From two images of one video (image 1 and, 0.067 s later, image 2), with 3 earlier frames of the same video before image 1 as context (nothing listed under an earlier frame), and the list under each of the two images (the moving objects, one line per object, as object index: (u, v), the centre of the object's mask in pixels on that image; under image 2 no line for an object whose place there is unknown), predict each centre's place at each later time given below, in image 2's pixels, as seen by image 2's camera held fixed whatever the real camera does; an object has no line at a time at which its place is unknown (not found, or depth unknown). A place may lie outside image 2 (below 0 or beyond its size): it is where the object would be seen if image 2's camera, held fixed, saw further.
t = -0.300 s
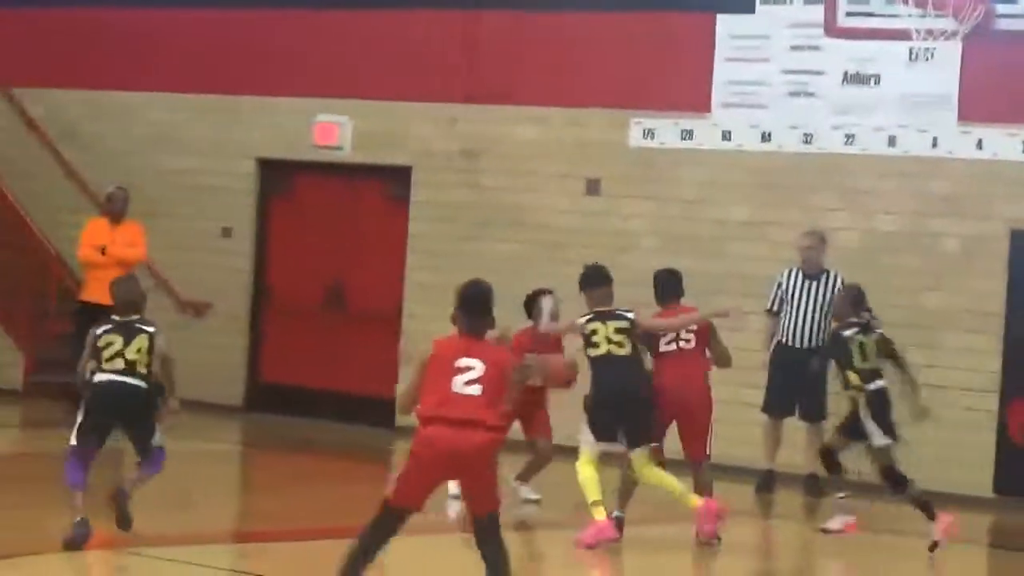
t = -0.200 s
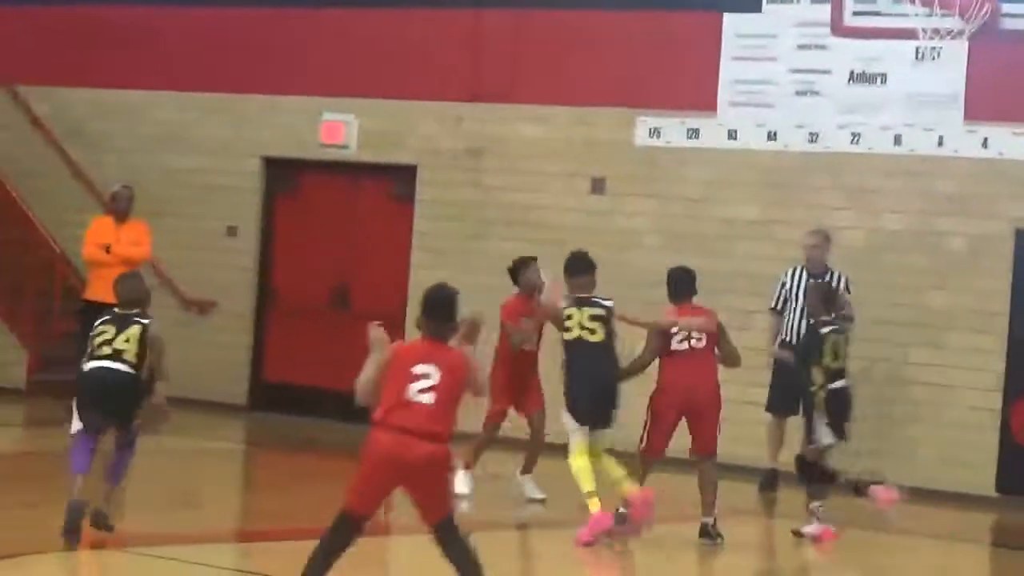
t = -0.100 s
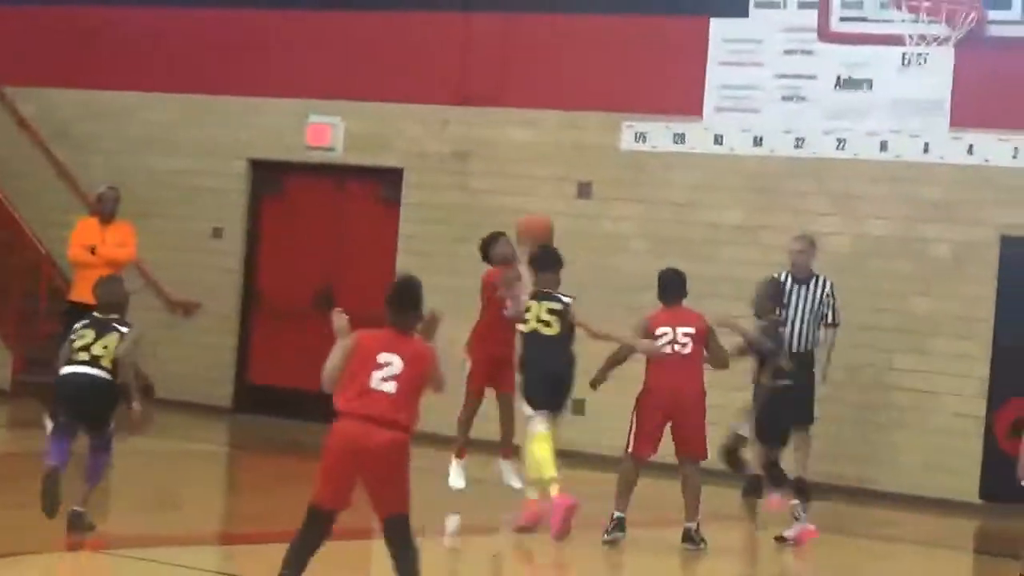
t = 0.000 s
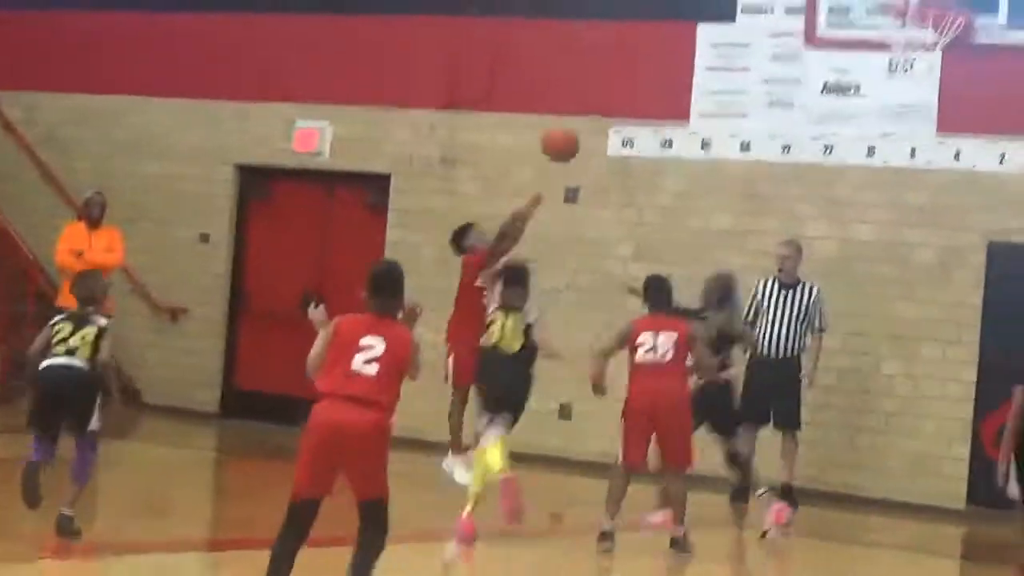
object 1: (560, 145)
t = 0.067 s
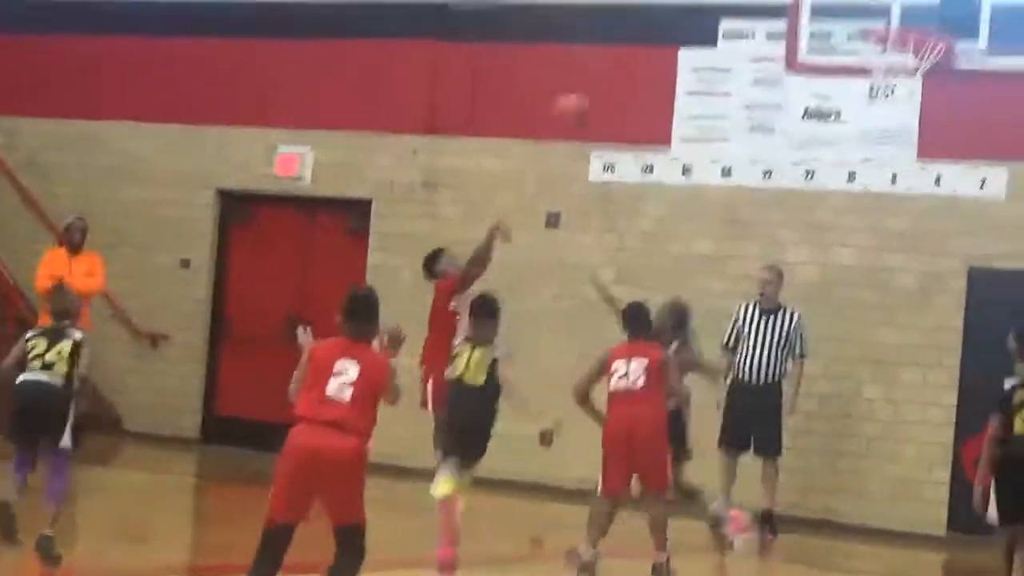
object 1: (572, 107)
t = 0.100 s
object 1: (585, 84)
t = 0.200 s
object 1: (626, 22)
